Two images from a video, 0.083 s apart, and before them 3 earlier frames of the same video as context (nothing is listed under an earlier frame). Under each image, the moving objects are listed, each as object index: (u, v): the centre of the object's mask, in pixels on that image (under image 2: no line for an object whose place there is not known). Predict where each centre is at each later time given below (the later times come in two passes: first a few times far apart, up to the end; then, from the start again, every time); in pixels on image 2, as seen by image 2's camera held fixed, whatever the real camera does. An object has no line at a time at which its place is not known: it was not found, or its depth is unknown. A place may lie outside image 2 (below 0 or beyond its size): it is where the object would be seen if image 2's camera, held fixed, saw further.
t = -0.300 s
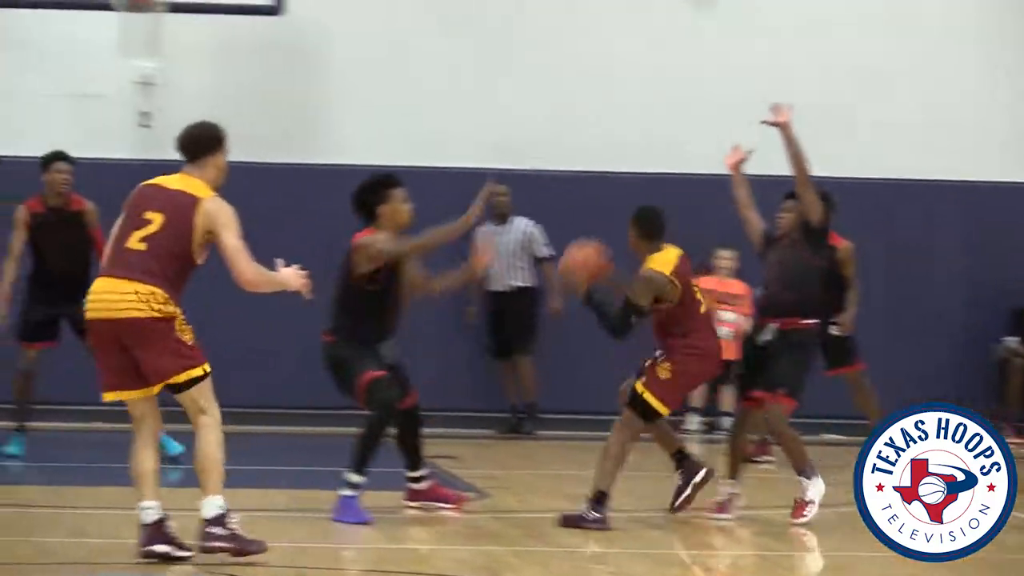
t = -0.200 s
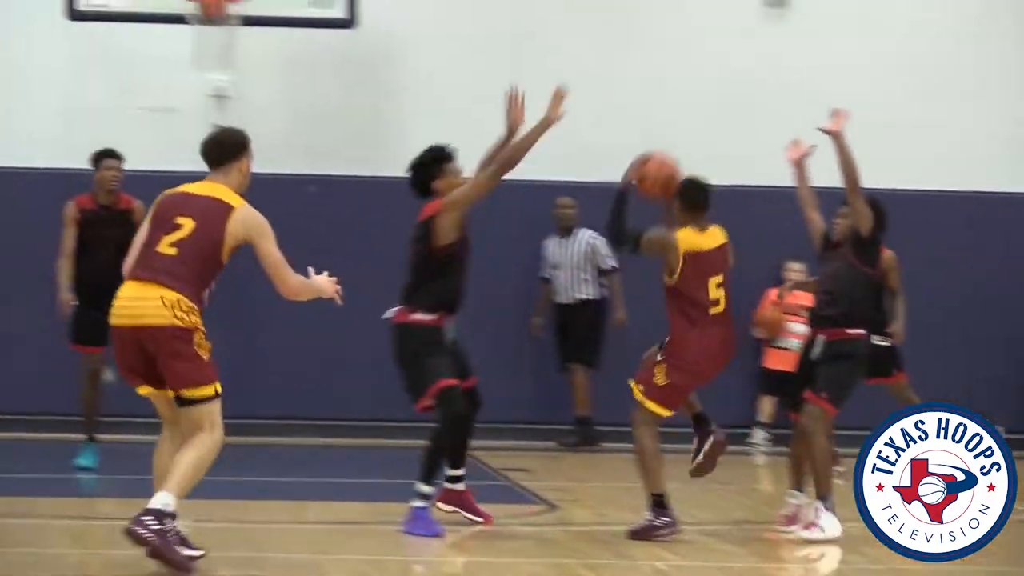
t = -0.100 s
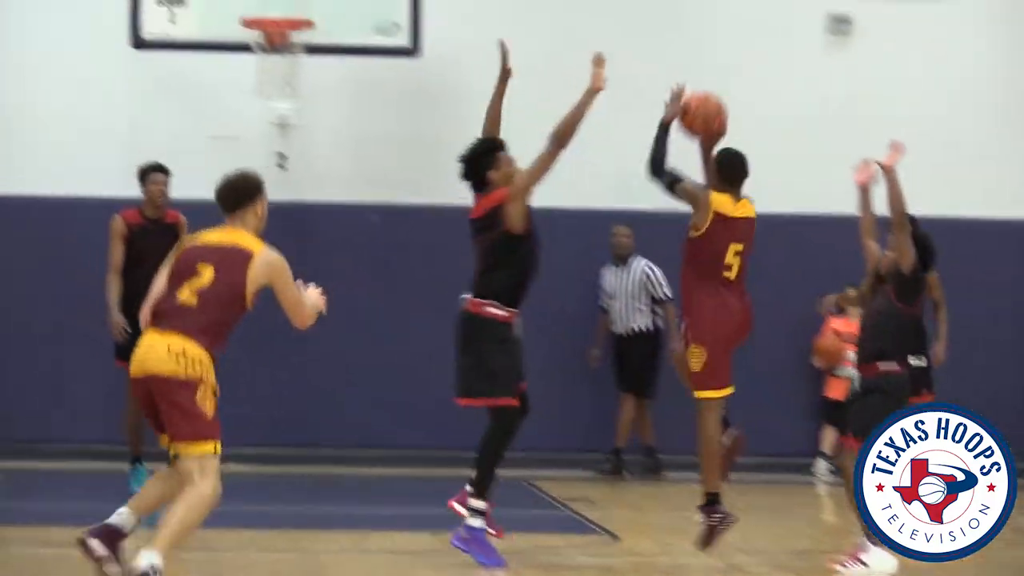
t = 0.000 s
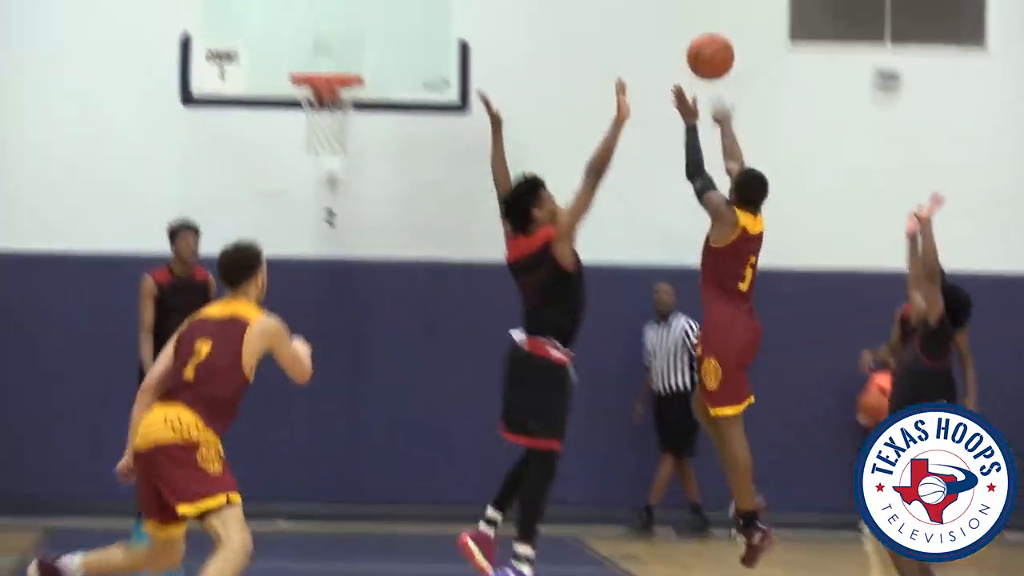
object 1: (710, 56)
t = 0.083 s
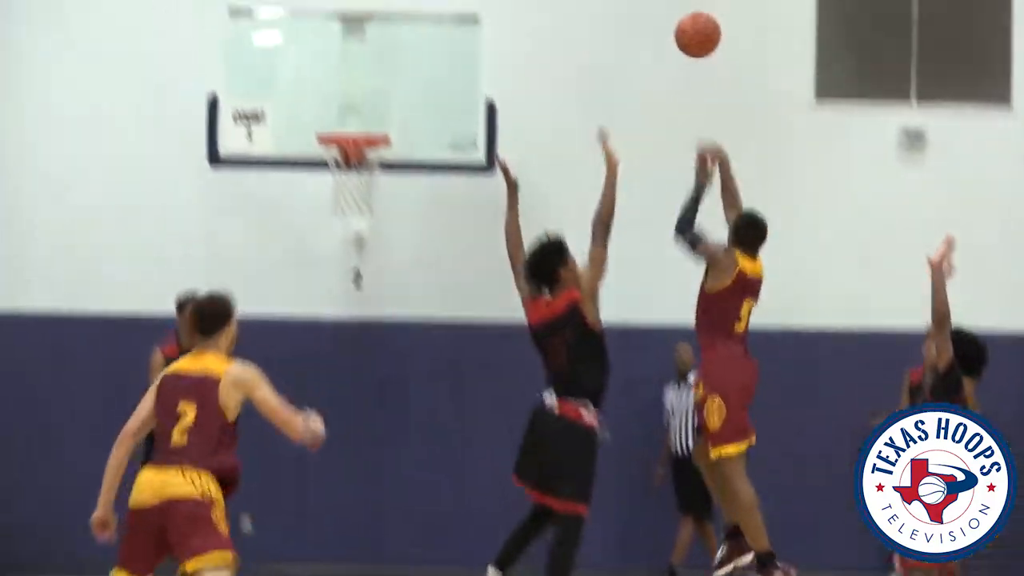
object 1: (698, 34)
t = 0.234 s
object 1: (637, -72)
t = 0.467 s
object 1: (550, -147)
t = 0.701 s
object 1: (470, -121)
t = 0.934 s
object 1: (397, -12)
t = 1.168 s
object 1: (358, 149)
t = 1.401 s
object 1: (390, 160)
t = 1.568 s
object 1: (368, 190)
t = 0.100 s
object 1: (691, 20)
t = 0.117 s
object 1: (684, 7)
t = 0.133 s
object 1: (676, -7)
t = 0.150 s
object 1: (670, -19)
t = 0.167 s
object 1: (664, -30)
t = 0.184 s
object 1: (657, -42)
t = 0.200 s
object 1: (650, -52)
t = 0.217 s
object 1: (644, -63)
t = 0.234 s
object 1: (637, -72)
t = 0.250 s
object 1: (631, -81)
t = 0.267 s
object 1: (624, -90)
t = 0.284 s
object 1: (618, -97)
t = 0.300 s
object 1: (611, -105)
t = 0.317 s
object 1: (605, -111)
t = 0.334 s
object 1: (599, -118)
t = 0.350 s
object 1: (592, -123)
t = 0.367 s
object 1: (586, -128)
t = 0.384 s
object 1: (580, -133)
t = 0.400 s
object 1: (574, -136)
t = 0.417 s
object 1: (568, -140)
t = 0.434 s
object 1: (562, -143)
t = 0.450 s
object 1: (556, -145)
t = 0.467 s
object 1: (550, -147)
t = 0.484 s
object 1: (544, -149)
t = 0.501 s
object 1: (537, -149)
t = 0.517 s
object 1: (531, -150)
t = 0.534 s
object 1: (526, -149)
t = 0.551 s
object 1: (520, -149)
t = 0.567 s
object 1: (514, -147)
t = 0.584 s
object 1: (508, -146)
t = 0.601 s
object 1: (503, -143)
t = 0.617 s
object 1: (497, -140)
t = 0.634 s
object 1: (492, -137)
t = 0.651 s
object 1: (486, -134)
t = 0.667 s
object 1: (481, -130)
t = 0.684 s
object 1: (475, -126)
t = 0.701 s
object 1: (470, -121)
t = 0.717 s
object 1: (464, -116)
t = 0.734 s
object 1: (459, -110)
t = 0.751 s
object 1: (453, -105)
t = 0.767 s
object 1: (448, -98)
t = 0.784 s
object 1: (443, -90)
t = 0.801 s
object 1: (438, -83)
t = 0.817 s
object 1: (432, -75)
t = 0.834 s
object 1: (427, -68)
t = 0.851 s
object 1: (422, -60)
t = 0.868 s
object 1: (417, -52)
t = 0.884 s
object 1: (411, -42)
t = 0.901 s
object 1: (406, -32)
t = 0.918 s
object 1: (402, -22)
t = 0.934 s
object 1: (397, -12)
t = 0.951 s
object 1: (392, -2)
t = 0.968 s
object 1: (387, 10)
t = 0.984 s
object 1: (382, 21)
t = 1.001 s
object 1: (376, 33)
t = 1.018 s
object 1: (372, 45)
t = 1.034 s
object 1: (368, 57)
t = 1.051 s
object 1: (363, 69)
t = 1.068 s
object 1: (358, 83)
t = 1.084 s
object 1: (353, 95)
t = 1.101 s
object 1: (348, 108)
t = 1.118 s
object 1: (344, 120)
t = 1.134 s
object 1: (340, 128)
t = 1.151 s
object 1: (348, 133)
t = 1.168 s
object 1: (358, 149)
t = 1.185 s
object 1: (376, 156)
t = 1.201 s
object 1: (380, 160)
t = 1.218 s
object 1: (386, 162)
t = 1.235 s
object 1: (389, 163)
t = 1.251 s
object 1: (392, 162)
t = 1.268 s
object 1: (393, 160)
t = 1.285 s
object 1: (394, 159)
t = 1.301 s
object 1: (392, 156)
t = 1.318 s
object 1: (393, 156)
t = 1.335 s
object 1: (393, 155)
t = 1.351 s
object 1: (393, 156)
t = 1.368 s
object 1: (393, 157)
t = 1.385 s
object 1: (392, 158)
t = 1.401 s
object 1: (390, 160)
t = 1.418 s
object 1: (389, 162)
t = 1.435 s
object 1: (387, 164)
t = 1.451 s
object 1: (386, 168)
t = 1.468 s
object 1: (383, 169)
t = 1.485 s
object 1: (381, 173)
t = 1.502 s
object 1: (379, 177)
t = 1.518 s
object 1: (377, 180)
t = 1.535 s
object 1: (374, 183)
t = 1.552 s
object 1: (371, 188)
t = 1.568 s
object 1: (368, 190)
